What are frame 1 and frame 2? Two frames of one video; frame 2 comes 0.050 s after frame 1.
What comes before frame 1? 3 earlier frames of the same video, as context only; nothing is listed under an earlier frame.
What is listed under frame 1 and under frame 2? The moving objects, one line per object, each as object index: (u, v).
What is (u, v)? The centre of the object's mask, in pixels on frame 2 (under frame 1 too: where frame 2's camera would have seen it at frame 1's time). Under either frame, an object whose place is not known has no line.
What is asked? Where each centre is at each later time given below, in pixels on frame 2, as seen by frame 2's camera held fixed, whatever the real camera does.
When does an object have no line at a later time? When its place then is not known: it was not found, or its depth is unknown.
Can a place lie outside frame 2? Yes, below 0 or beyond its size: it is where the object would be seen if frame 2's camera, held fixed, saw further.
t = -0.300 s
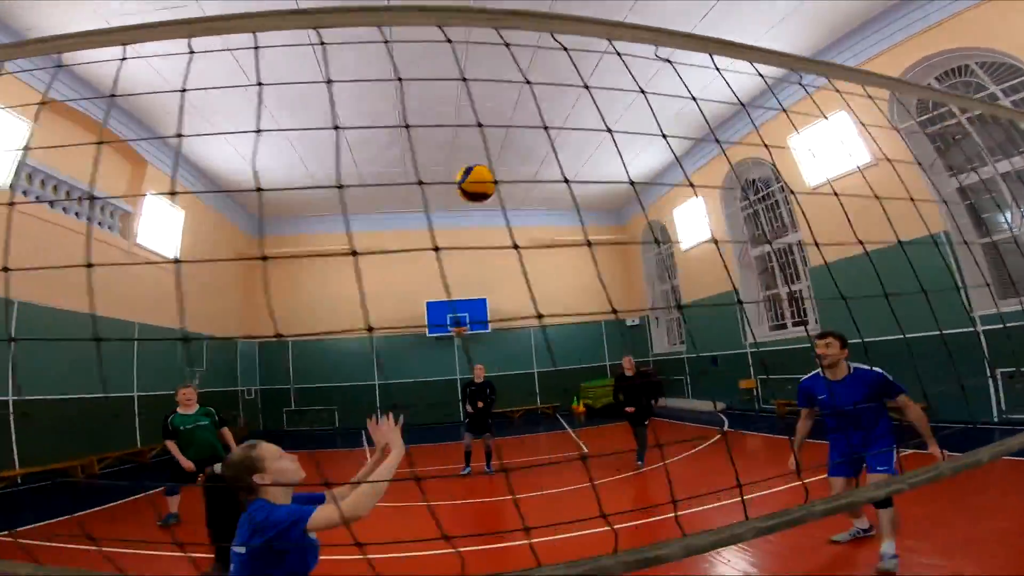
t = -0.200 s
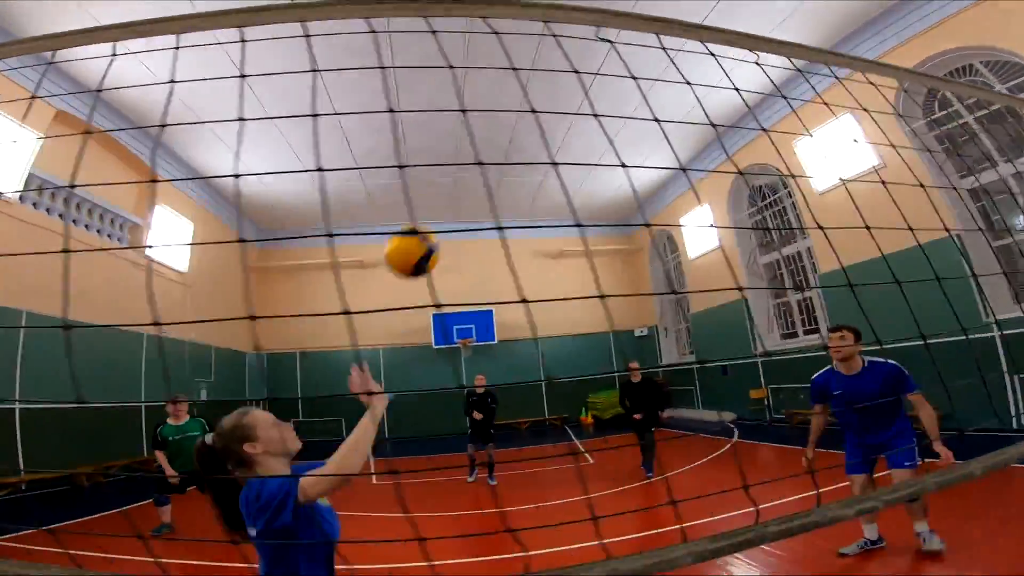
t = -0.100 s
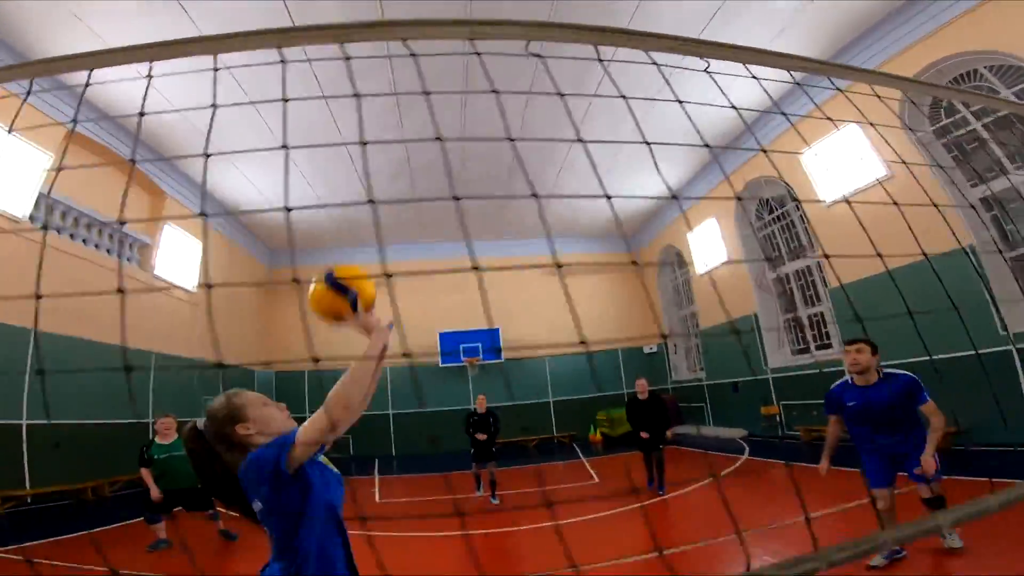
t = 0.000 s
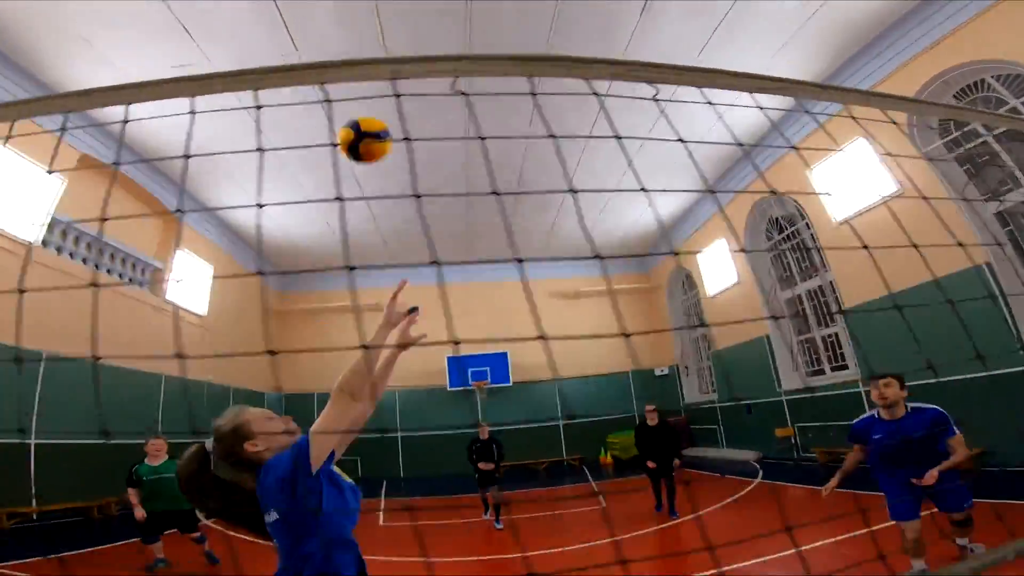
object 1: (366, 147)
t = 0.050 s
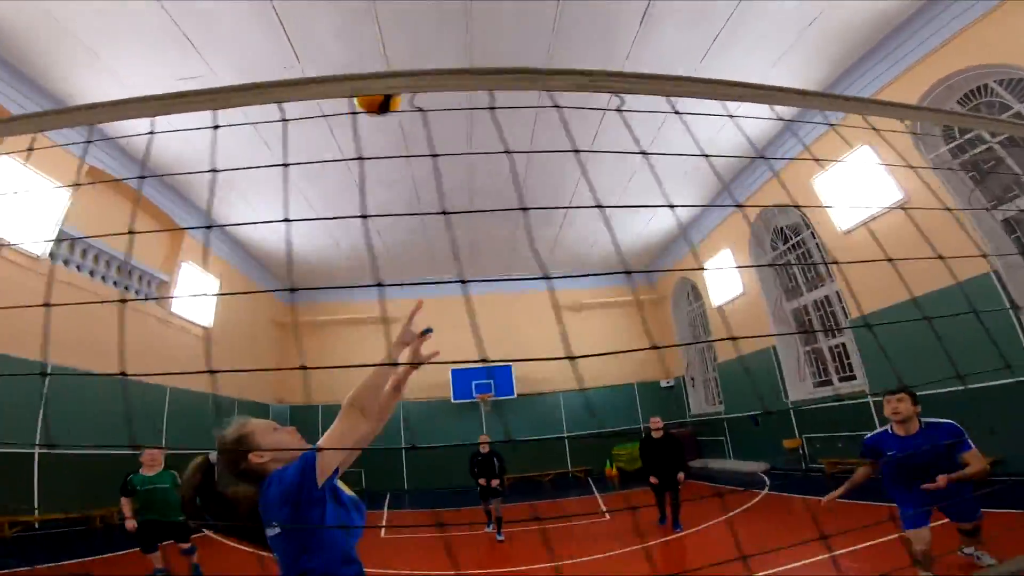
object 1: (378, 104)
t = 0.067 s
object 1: (382, 69)
